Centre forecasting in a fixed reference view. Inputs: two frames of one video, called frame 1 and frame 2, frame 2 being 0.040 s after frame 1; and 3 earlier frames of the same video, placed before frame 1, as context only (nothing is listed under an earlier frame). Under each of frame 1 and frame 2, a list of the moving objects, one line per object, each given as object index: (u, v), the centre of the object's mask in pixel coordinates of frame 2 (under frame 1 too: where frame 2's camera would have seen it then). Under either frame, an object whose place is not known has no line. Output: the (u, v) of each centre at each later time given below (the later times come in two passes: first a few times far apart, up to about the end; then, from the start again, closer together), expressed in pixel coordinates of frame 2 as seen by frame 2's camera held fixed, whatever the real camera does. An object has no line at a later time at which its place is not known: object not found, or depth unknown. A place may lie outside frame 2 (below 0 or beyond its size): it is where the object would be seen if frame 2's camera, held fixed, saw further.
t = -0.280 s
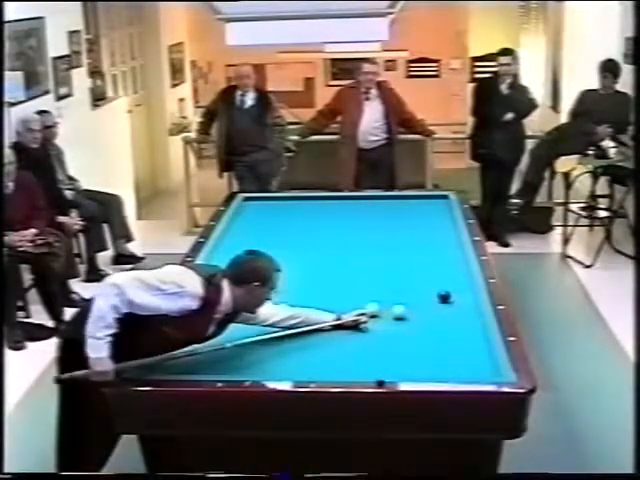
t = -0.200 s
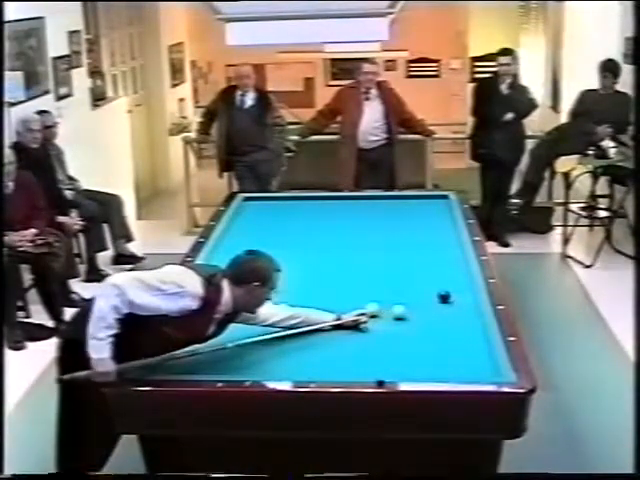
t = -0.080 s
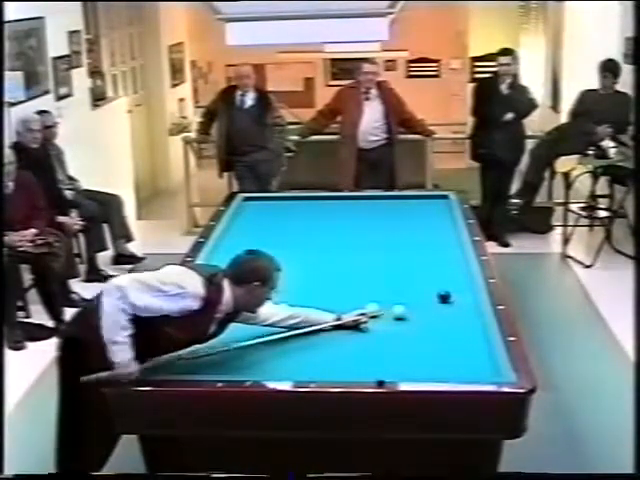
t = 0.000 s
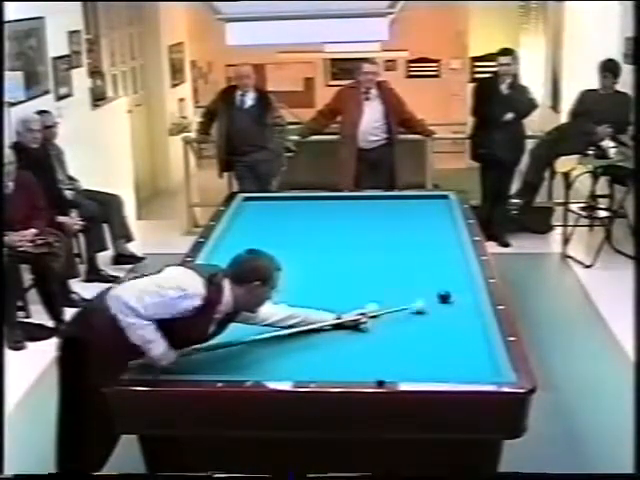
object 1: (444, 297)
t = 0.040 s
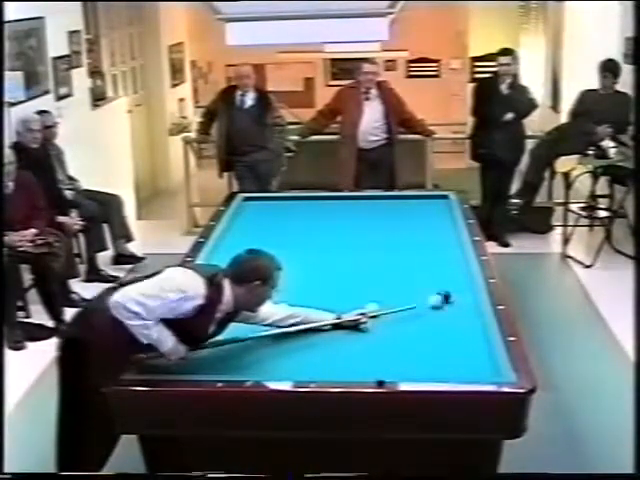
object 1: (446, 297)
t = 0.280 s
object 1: (464, 272)
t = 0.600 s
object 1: (439, 251)
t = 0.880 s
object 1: (422, 237)
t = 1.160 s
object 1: (407, 224)
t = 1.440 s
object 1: (393, 212)
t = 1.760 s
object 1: (380, 200)
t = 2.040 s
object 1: (370, 202)
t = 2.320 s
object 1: (360, 208)
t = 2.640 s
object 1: (347, 216)
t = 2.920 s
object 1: (337, 222)
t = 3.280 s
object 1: (324, 231)
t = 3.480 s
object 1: (315, 235)
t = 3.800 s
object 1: (302, 242)
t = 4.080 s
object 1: (290, 249)
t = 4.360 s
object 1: (278, 255)
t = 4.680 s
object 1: (275, 259)
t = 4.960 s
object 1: (279, 259)
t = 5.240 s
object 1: (282, 260)
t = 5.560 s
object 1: (285, 260)
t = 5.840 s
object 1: (287, 260)
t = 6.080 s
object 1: (288, 261)
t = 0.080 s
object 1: (447, 291)
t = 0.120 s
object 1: (452, 289)
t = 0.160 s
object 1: (455, 284)
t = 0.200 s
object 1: (459, 280)
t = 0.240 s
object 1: (462, 276)
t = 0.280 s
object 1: (464, 272)
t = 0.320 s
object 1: (460, 269)
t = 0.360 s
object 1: (456, 266)
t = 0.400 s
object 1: (453, 264)
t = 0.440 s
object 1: (449, 261)
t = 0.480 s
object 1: (447, 259)
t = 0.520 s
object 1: (444, 257)
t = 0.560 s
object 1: (441, 254)
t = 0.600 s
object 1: (439, 251)
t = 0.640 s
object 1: (436, 250)
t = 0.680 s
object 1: (434, 248)
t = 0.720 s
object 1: (431, 245)
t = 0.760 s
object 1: (429, 244)
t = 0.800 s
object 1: (426, 241)
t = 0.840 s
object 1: (424, 239)
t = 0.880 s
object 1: (422, 237)
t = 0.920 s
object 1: (419, 235)
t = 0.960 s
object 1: (417, 233)
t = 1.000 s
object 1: (415, 231)
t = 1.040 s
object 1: (413, 230)
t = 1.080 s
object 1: (411, 227)
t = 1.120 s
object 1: (409, 226)
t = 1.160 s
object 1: (407, 224)
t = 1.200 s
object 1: (406, 222)
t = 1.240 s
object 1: (403, 221)
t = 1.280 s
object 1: (401, 219)
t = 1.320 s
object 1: (402, 218)
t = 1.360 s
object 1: (398, 216)
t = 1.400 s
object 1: (396, 213)
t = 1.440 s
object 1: (393, 212)
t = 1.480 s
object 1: (392, 211)
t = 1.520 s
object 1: (391, 210)
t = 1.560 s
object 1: (389, 208)
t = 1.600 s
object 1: (387, 206)
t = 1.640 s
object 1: (385, 203)
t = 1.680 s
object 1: (384, 203)
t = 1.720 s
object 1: (382, 200)
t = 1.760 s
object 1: (380, 200)
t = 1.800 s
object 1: (379, 199)
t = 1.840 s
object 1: (377, 198)
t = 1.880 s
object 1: (376, 199)
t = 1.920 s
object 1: (374, 199)
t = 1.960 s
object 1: (373, 200)
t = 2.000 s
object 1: (372, 201)
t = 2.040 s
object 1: (370, 202)
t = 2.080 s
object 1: (369, 203)
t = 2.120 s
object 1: (367, 206)
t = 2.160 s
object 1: (366, 206)
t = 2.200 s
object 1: (365, 207)
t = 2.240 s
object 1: (363, 207)
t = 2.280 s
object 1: (362, 208)
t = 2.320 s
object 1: (360, 208)
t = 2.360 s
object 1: (359, 210)
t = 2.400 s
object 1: (357, 211)
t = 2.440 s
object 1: (356, 212)
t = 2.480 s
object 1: (354, 213)
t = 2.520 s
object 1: (353, 213)
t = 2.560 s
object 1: (351, 214)
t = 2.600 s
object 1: (349, 215)
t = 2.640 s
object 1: (347, 216)
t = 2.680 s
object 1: (346, 217)
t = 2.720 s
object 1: (345, 218)
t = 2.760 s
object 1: (344, 219)
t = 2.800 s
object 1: (340, 220)
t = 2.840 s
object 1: (340, 220)
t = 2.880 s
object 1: (339, 221)
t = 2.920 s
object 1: (337, 222)
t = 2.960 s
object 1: (336, 223)
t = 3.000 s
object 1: (334, 223)
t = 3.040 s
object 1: (333, 225)
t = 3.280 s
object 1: (324, 231)
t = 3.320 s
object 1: (321, 231)
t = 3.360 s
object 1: (320, 232)
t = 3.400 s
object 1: (318, 233)
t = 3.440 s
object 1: (317, 234)
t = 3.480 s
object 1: (315, 235)
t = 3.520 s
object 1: (313, 235)
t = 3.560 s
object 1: (311, 236)
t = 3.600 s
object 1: (310, 238)
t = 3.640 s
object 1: (308, 238)
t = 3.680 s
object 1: (306, 239)
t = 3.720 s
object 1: (304, 240)
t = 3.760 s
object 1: (303, 241)
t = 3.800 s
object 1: (302, 242)
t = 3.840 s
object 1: (300, 243)
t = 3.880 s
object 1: (298, 244)
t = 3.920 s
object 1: (297, 245)
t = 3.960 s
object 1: (295, 245)
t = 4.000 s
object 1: (293, 247)
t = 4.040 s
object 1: (292, 247)
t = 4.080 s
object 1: (290, 249)
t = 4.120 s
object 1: (288, 249)
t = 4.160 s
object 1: (287, 250)
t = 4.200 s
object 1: (284, 251)
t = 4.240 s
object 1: (283, 252)
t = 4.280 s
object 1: (281, 253)
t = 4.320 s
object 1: (280, 254)
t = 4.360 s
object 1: (278, 255)
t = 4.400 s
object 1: (277, 256)
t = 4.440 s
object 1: (275, 257)
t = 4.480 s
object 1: (275, 257)
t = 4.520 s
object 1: (275, 258)
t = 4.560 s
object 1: (275, 258)
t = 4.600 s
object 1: (274, 258)
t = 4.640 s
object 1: (275, 258)
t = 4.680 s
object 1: (275, 259)
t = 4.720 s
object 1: (277, 259)
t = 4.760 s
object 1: (276, 259)
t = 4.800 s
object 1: (277, 259)
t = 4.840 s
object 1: (277, 259)
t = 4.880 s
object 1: (278, 259)
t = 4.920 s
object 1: (278, 259)
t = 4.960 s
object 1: (279, 259)
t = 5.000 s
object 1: (279, 259)
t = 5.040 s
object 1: (280, 259)
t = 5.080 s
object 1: (280, 260)
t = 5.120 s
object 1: (281, 260)
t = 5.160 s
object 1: (282, 260)
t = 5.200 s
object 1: (282, 260)
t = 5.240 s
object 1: (282, 260)
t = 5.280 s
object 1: (282, 260)
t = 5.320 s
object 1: (283, 260)
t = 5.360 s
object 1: (284, 260)
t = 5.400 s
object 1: (284, 260)
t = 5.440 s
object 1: (284, 260)
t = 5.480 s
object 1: (284, 260)
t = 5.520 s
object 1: (285, 260)
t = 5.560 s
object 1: (285, 260)
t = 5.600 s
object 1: (285, 260)
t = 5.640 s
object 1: (286, 260)
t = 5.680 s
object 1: (286, 260)
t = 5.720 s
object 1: (286, 260)
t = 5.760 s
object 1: (287, 260)
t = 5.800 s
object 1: (287, 260)
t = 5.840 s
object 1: (287, 260)
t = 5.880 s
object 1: (287, 260)
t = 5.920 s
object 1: (287, 260)
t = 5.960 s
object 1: (287, 261)
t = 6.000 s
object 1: (288, 261)
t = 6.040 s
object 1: (288, 260)
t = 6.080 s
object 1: (288, 261)
